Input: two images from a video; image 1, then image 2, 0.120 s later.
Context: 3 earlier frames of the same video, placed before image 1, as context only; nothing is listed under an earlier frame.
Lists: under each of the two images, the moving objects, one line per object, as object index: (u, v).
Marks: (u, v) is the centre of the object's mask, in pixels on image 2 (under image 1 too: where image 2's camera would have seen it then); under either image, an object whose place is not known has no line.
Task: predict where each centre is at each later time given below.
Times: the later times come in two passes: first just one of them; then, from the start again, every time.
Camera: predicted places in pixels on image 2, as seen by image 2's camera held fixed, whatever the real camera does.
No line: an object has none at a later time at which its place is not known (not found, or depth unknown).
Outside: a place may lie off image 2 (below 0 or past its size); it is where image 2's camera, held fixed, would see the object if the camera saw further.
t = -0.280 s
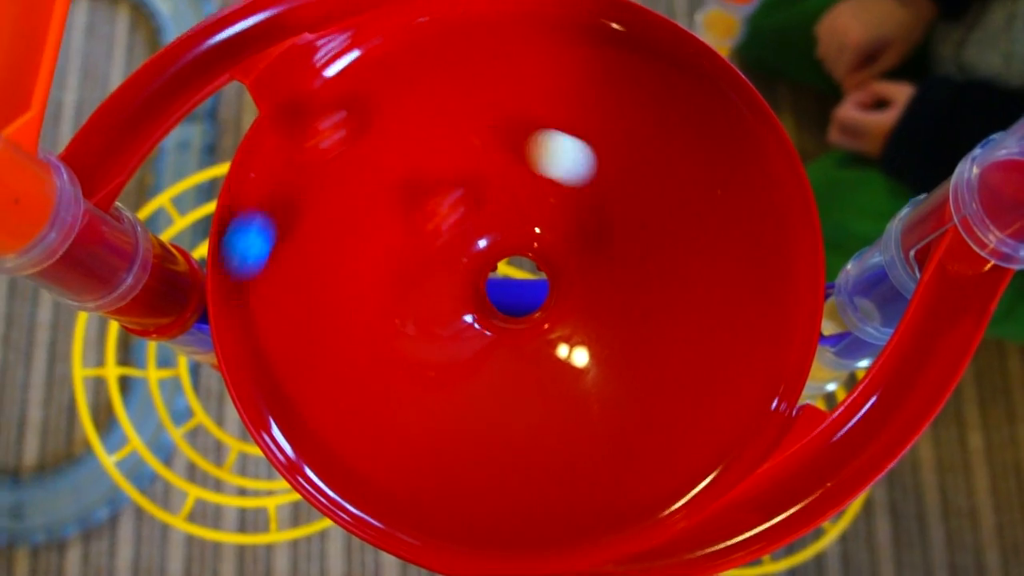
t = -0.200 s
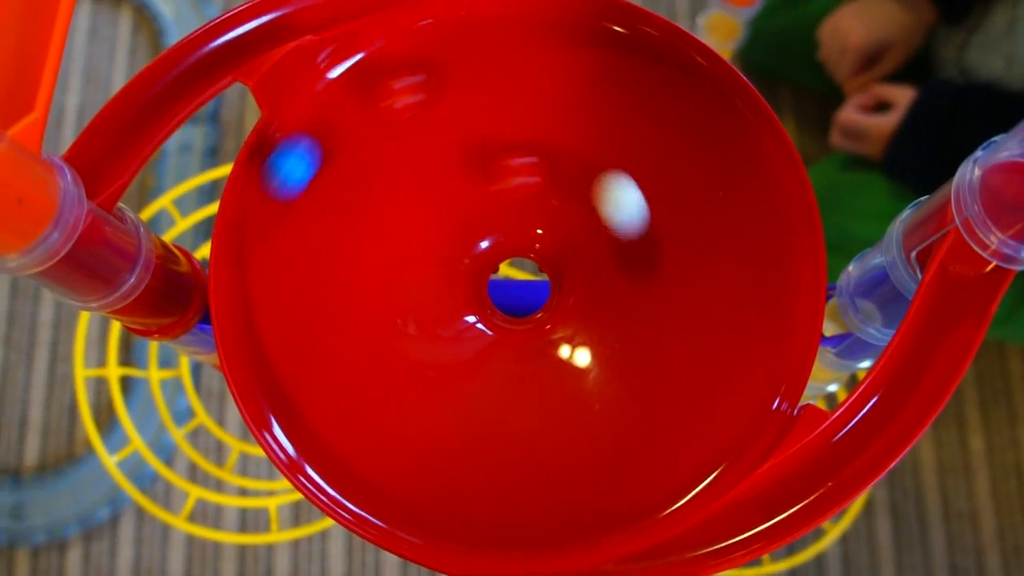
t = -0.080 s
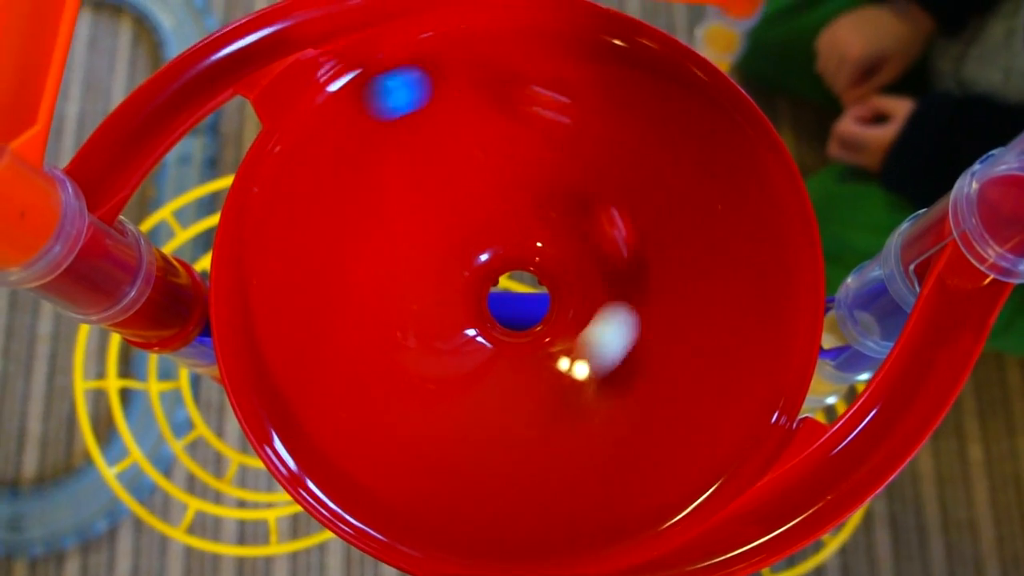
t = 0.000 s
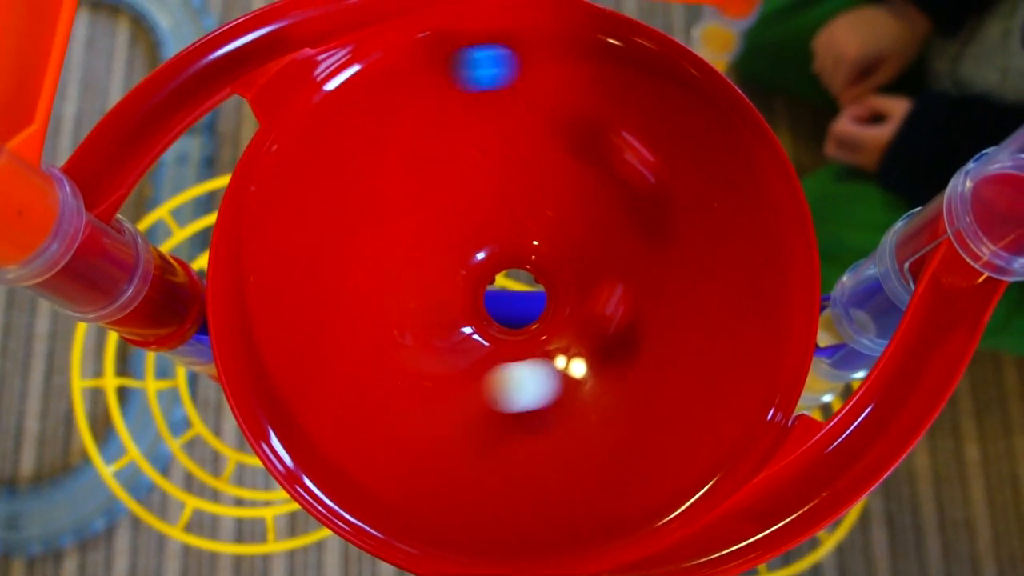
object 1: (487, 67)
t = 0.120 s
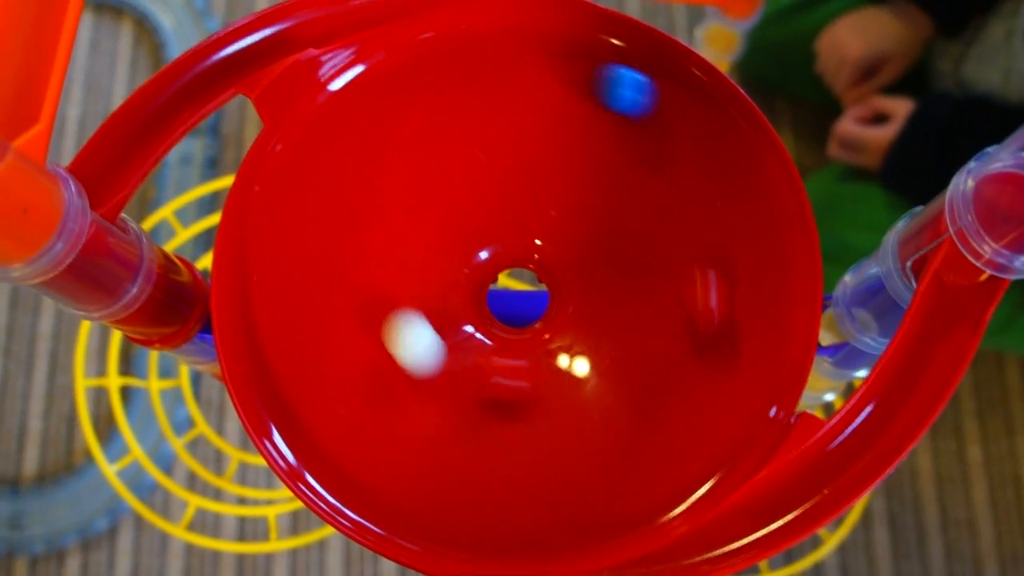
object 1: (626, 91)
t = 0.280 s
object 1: (752, 223)
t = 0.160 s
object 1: (667, 114)
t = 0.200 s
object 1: (701, 144)
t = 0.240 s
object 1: (731, 181)
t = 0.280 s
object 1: (752, 223)
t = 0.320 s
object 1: (765, 268)
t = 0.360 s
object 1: (771, 315)
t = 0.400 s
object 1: (769, 363)
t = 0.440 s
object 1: (756, 408)
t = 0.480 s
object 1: (726, 444)
